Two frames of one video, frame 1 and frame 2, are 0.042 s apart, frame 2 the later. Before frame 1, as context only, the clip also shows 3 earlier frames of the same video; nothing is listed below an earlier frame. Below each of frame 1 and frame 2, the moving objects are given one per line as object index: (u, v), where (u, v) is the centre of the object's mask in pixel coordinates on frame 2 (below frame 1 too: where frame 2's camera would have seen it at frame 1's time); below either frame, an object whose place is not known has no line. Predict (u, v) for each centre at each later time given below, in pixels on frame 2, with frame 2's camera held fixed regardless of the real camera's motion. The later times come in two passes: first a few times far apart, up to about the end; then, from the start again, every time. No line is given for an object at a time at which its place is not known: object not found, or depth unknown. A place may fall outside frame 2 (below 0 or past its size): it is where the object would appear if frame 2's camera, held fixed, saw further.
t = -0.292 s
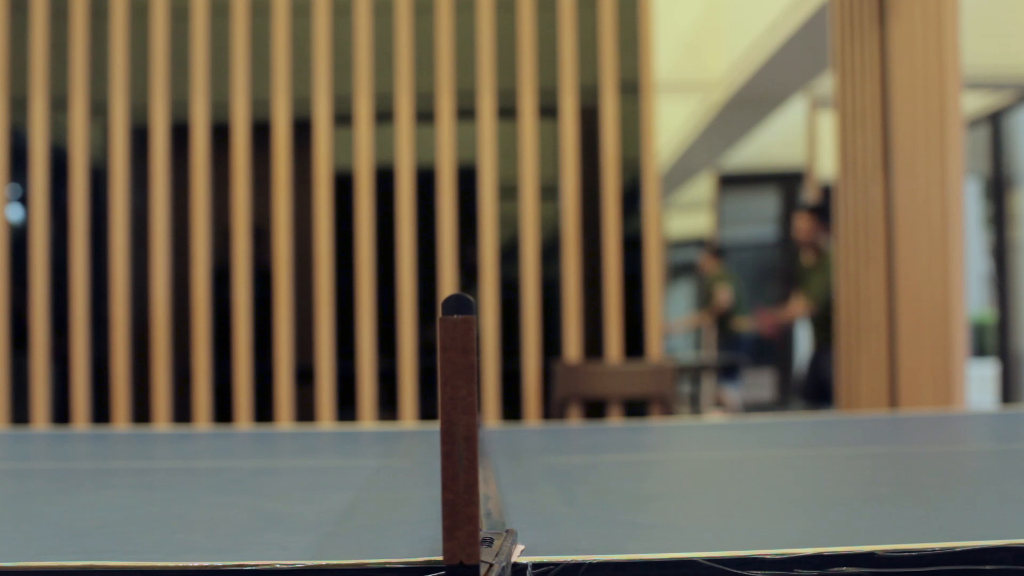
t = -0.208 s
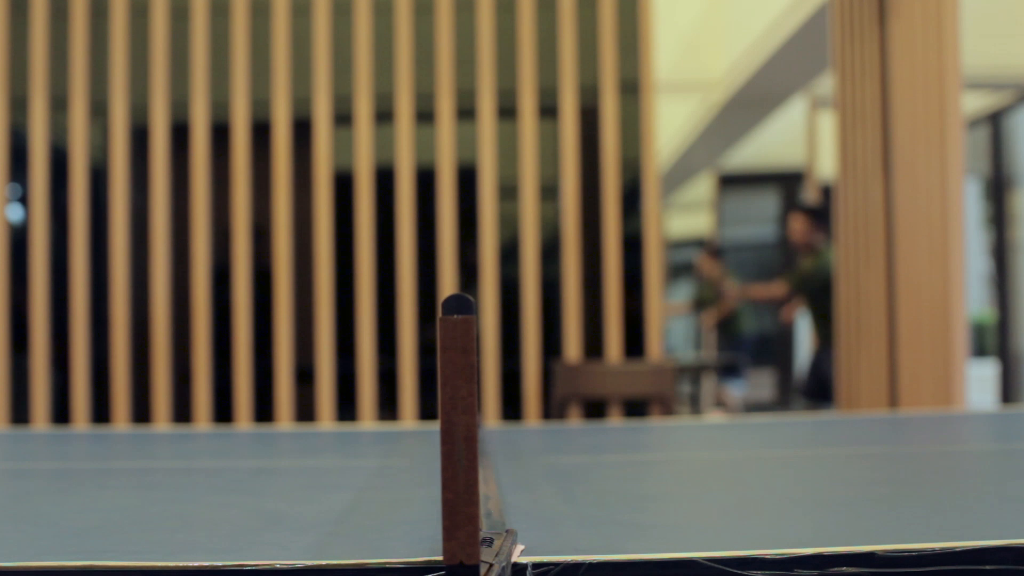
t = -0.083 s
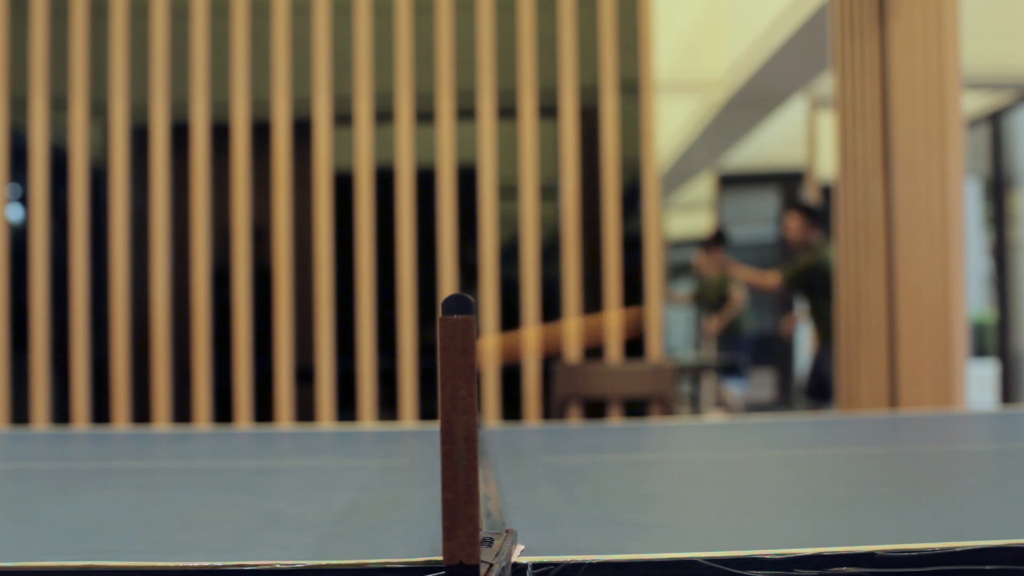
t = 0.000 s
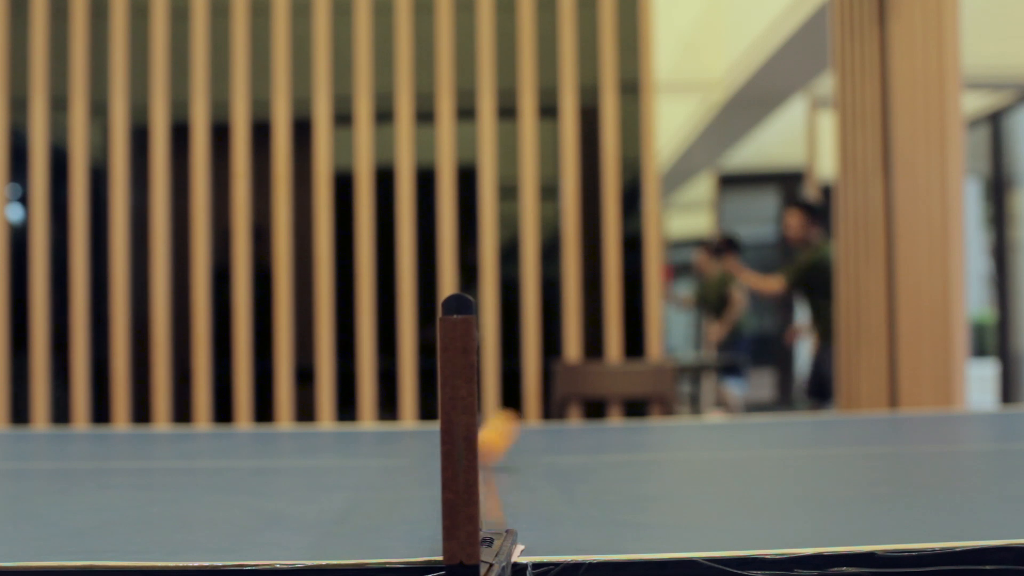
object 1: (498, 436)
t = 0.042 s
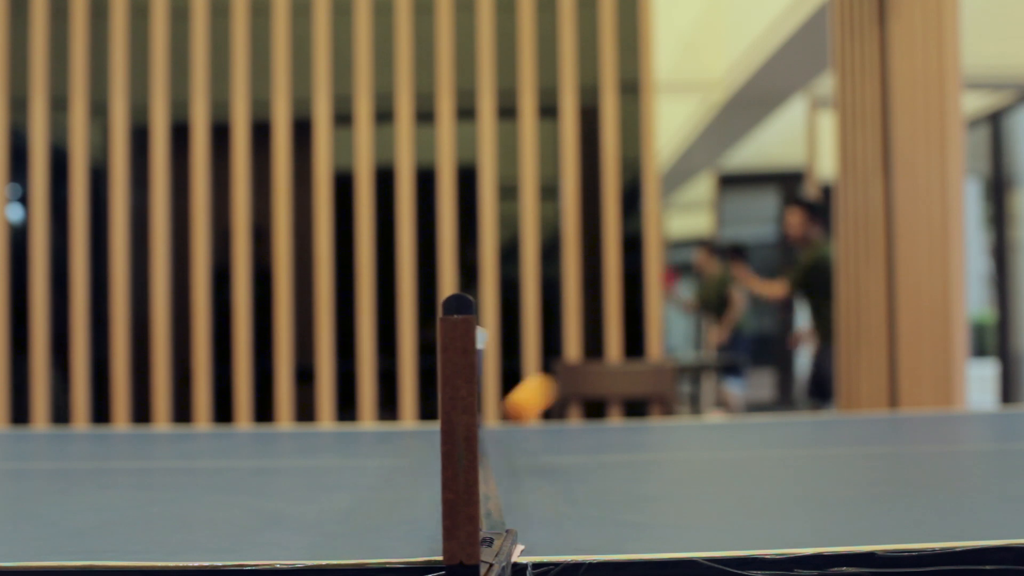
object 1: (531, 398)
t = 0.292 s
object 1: (746, 423)
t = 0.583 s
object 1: (983, 408)
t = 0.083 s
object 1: (566, 375)
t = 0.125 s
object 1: (600, 365)
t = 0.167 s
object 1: (638, 369)
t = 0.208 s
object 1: (673, 390)
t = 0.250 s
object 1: (710, 429)
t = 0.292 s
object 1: (746, 423)
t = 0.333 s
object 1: (777, 399)
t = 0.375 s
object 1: (810, 389)
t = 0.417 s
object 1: (844, 393)
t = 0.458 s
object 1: (878, 416)
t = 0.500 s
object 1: (915, 441)
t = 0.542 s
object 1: (948, 419)
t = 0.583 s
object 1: (983, 408)
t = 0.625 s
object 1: (1011, 410)
